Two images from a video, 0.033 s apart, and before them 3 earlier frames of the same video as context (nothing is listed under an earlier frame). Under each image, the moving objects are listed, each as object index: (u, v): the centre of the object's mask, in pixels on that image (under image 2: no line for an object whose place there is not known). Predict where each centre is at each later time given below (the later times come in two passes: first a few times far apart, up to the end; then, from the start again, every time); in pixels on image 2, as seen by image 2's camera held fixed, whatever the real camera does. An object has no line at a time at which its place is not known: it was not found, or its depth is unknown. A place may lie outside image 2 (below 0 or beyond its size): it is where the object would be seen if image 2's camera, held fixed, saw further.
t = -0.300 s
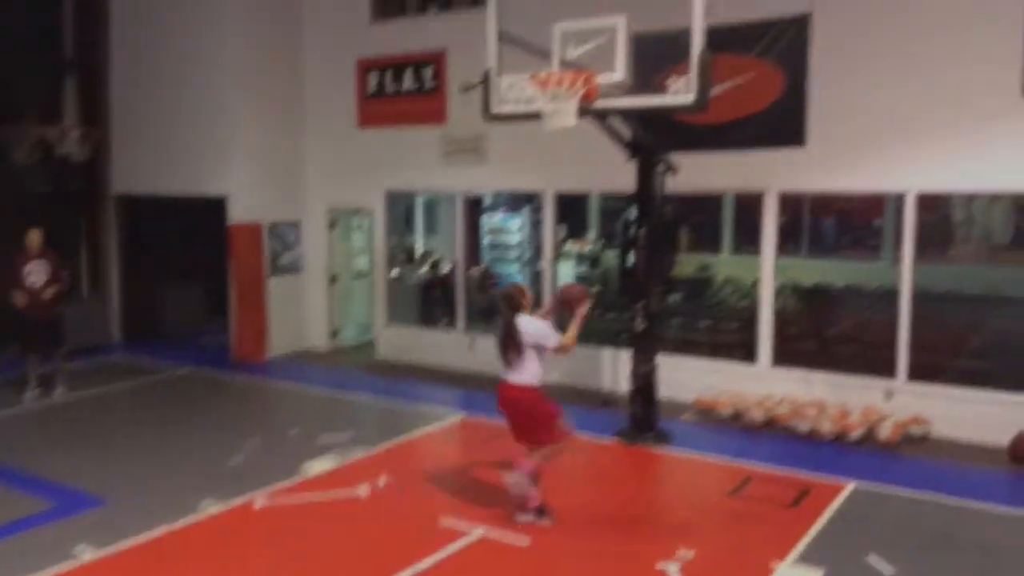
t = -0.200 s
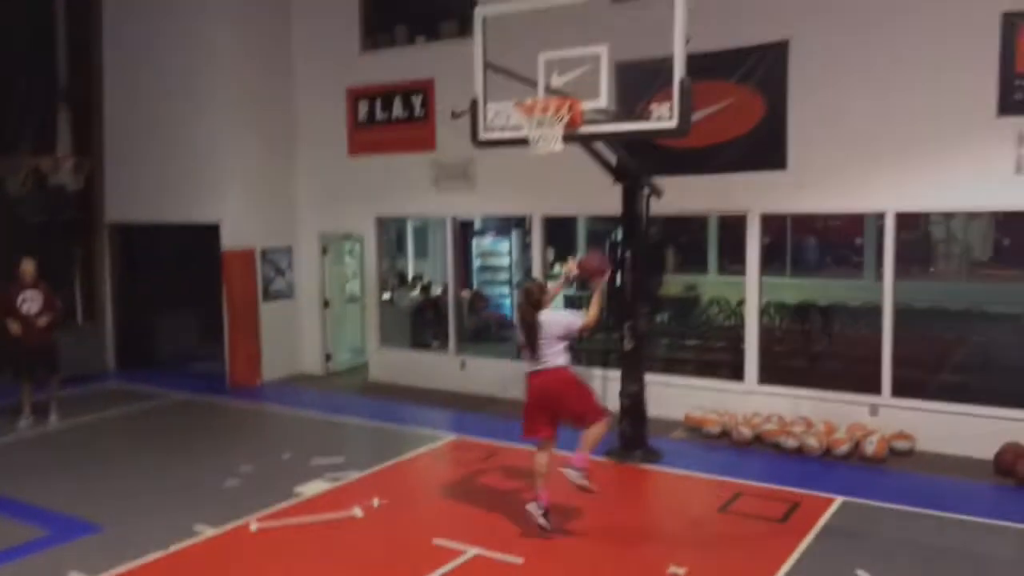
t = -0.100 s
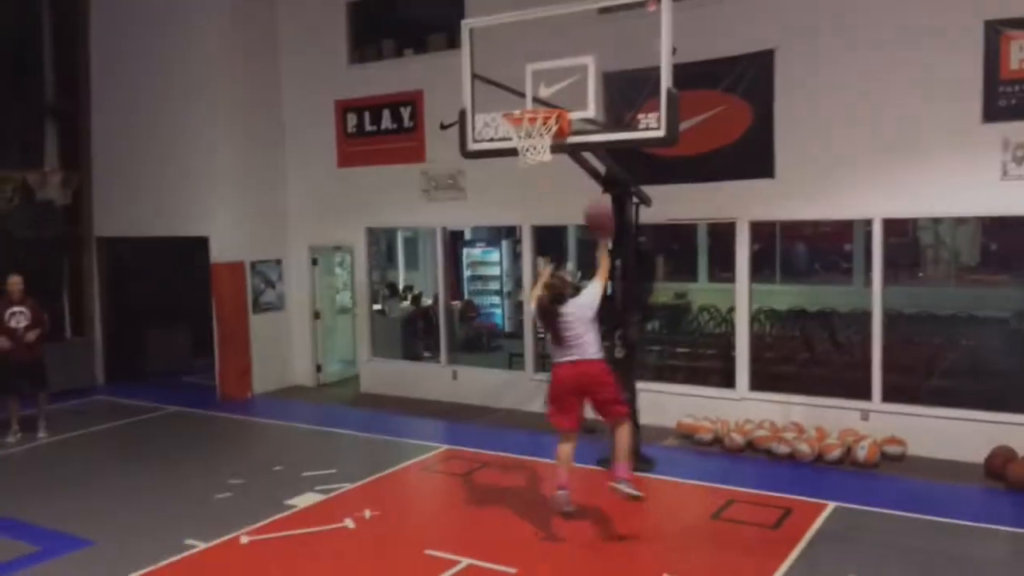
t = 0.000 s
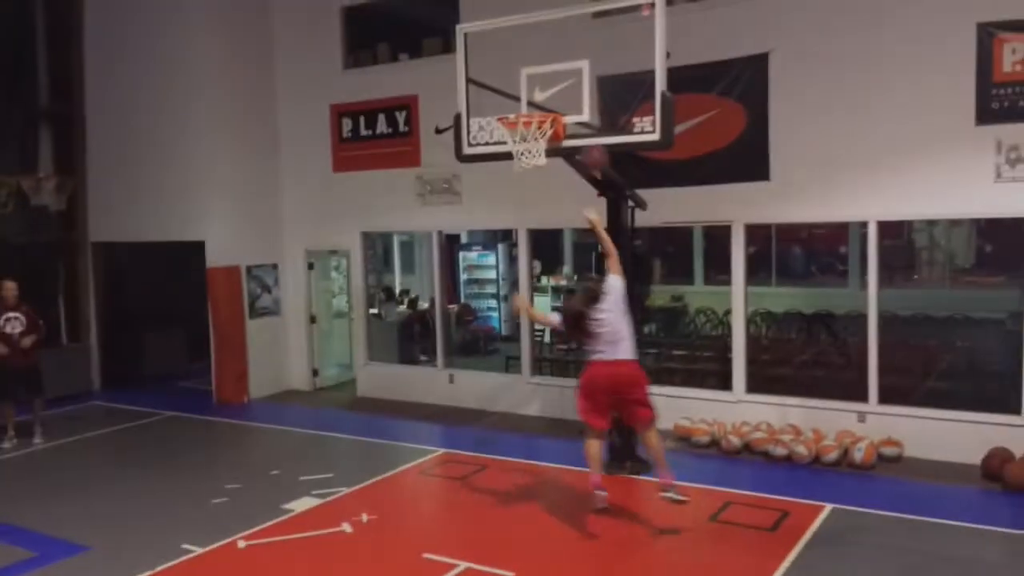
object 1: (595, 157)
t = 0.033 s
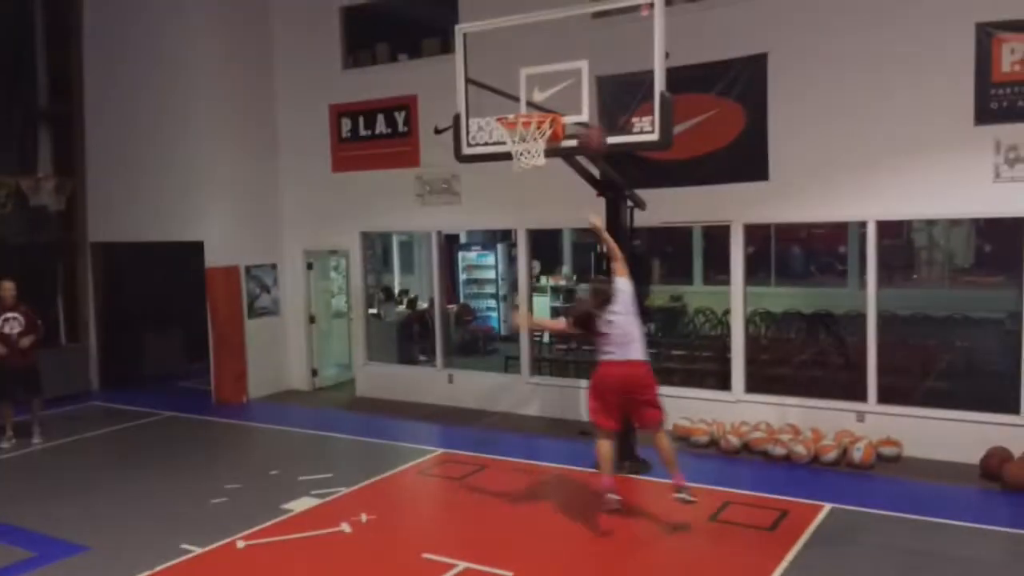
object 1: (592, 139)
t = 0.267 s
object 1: (572, 76)
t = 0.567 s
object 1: (531, 109)
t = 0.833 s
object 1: (526, 189)
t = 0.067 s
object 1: (591, 126)
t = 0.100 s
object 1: (591, 113)
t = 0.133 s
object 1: (589, 98)
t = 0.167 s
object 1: (586, 89)
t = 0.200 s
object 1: (582, 83)
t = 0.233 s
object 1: (577, 79)
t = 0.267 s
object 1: (572, 76)
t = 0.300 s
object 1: (567, 75)
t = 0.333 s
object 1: (563, 75)
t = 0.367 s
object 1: (558, 77)
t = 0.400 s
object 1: (554, 80)
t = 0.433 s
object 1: (549, 84)
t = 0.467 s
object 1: (544, 90)
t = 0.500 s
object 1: (539, 98)
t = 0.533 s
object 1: (536, 103)
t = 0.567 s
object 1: (531, 109)
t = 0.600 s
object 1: (525, 132)
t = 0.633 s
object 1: (520, 137)
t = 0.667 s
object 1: (517, 143)
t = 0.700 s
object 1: (524, 164)
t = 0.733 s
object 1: (524, 168)
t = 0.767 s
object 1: (524, 173)
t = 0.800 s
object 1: (525, 180)
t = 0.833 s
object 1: (526, 189)
